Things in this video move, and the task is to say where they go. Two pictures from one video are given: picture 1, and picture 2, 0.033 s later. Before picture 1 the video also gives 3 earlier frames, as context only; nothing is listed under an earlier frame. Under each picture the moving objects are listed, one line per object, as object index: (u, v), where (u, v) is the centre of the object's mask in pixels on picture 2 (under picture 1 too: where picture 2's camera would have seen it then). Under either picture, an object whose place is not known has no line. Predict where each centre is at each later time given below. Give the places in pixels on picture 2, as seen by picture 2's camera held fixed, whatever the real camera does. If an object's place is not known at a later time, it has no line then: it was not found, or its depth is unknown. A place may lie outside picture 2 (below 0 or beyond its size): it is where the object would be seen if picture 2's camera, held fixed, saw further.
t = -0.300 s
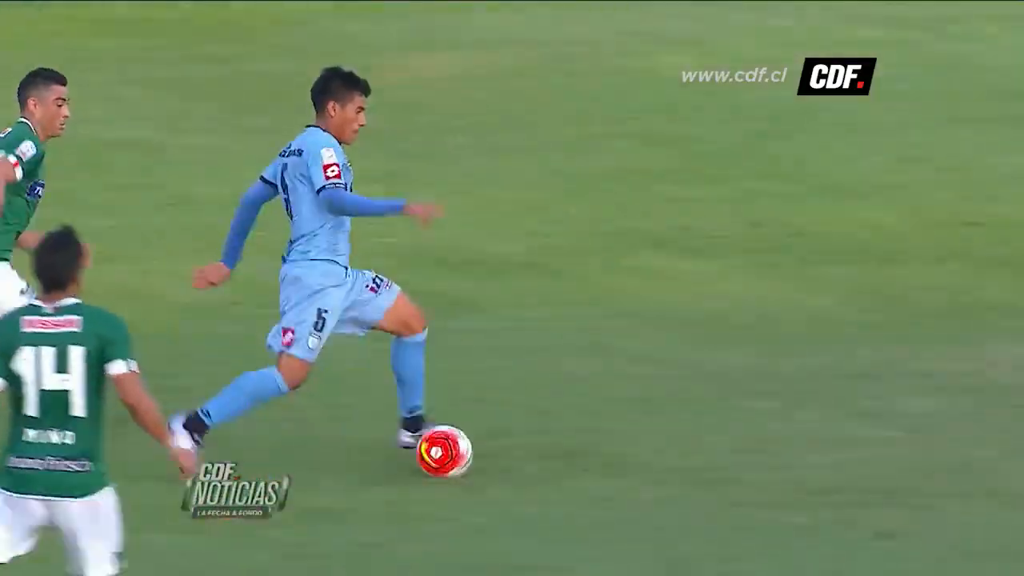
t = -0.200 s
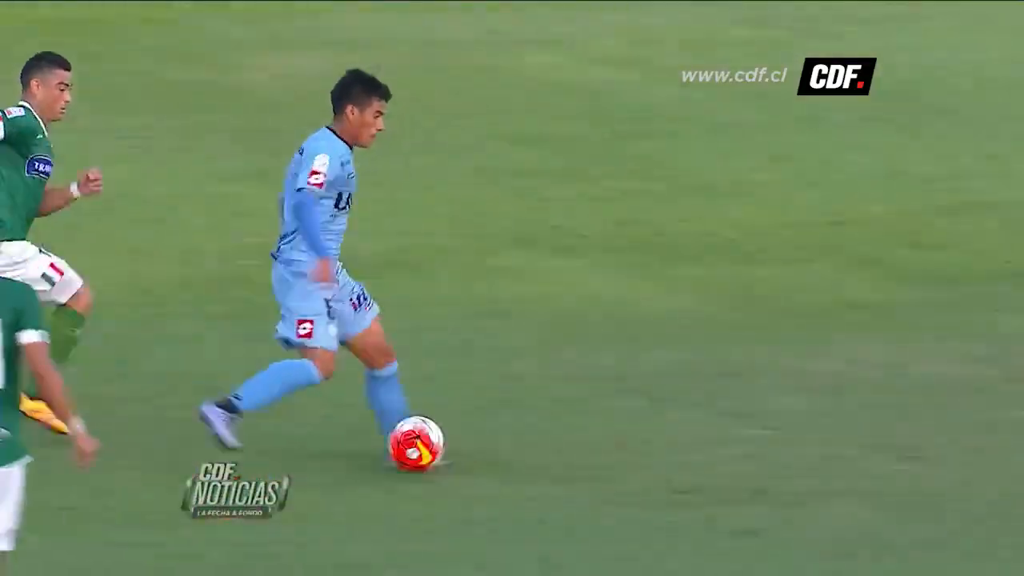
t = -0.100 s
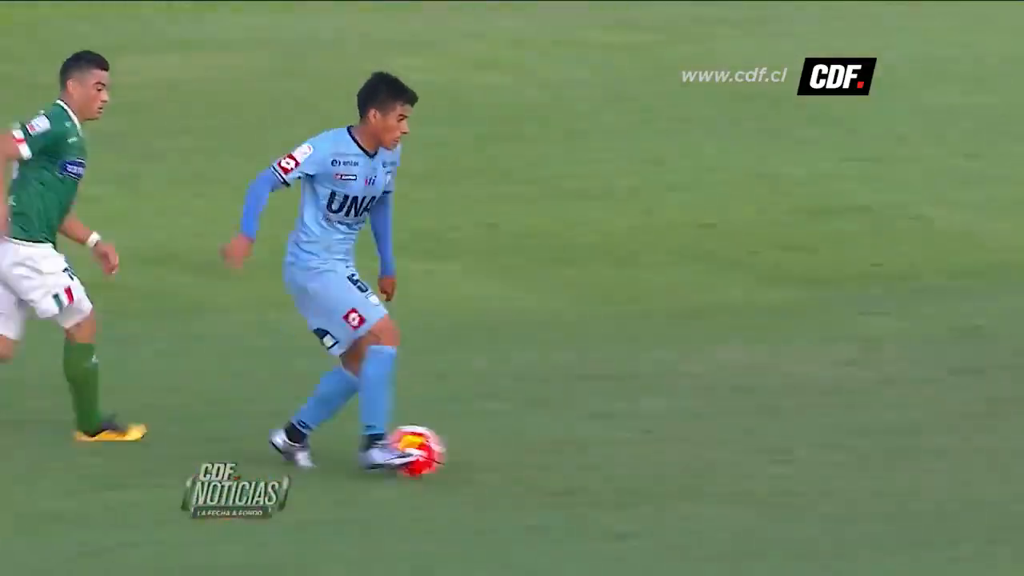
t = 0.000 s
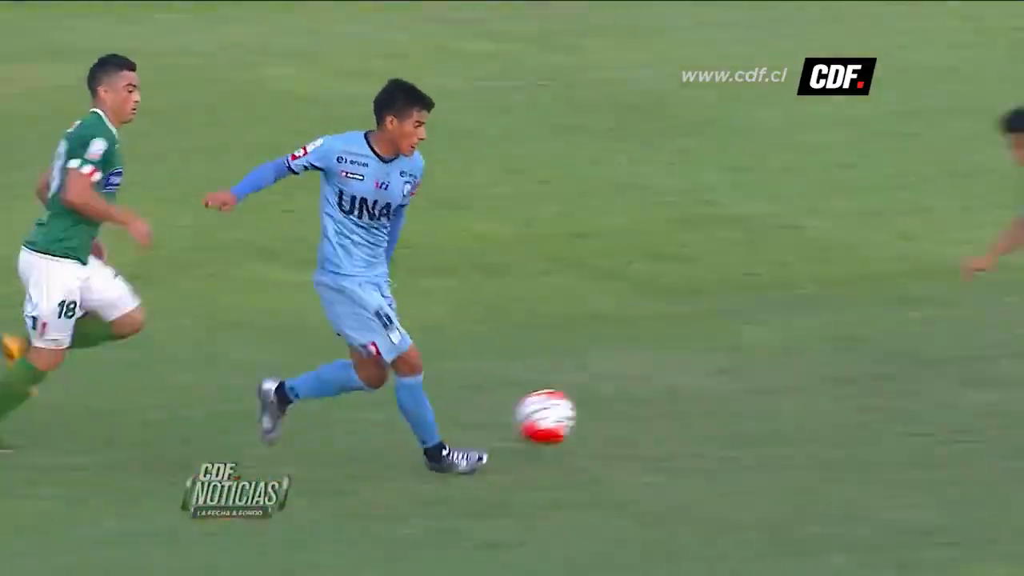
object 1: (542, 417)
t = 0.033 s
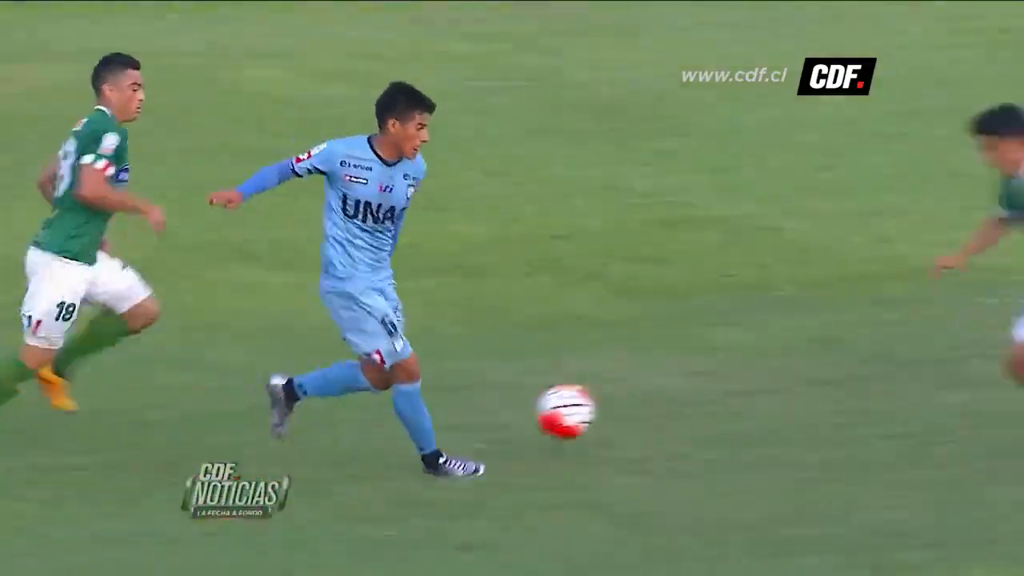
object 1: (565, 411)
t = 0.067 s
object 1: (610, 397)
